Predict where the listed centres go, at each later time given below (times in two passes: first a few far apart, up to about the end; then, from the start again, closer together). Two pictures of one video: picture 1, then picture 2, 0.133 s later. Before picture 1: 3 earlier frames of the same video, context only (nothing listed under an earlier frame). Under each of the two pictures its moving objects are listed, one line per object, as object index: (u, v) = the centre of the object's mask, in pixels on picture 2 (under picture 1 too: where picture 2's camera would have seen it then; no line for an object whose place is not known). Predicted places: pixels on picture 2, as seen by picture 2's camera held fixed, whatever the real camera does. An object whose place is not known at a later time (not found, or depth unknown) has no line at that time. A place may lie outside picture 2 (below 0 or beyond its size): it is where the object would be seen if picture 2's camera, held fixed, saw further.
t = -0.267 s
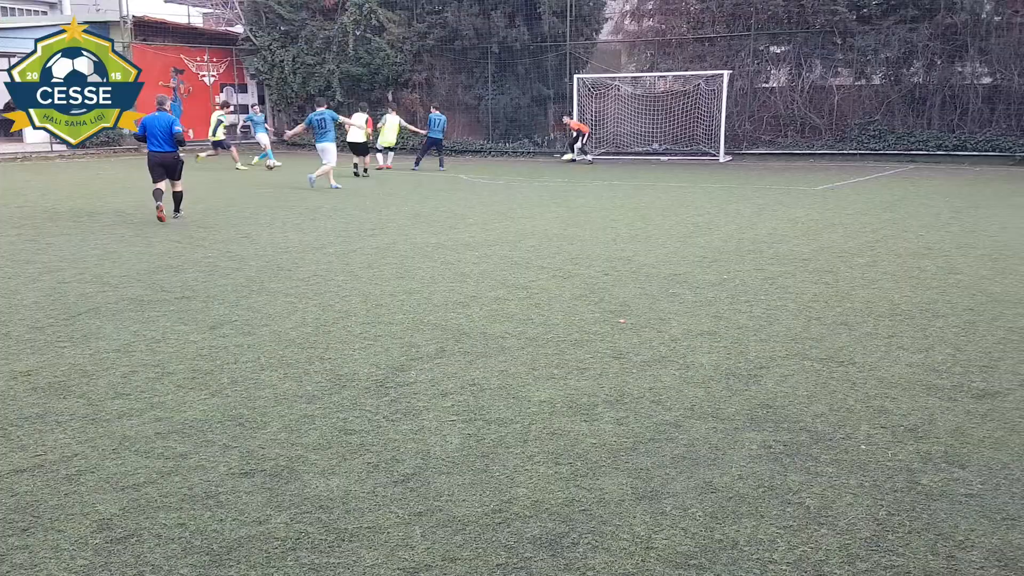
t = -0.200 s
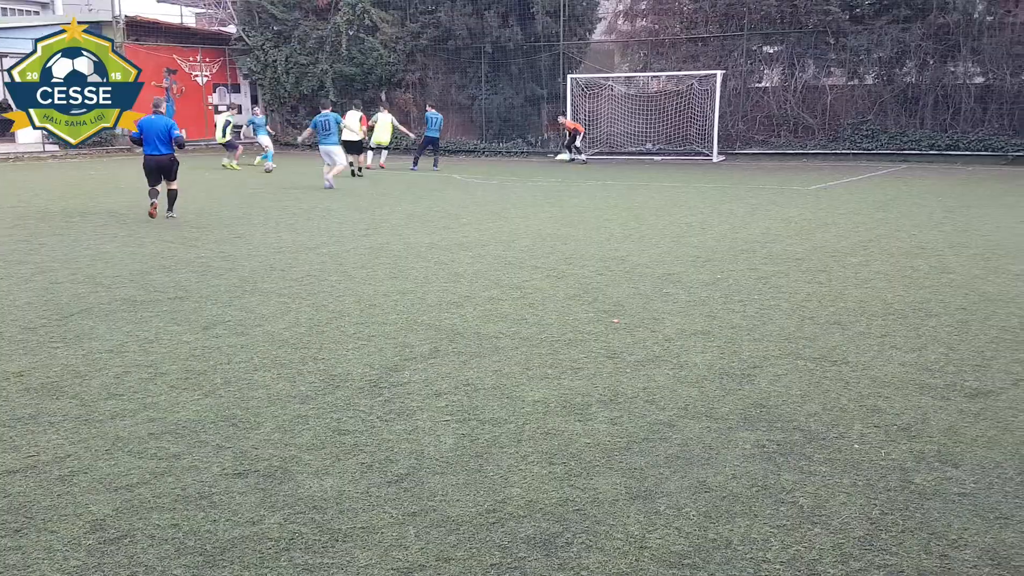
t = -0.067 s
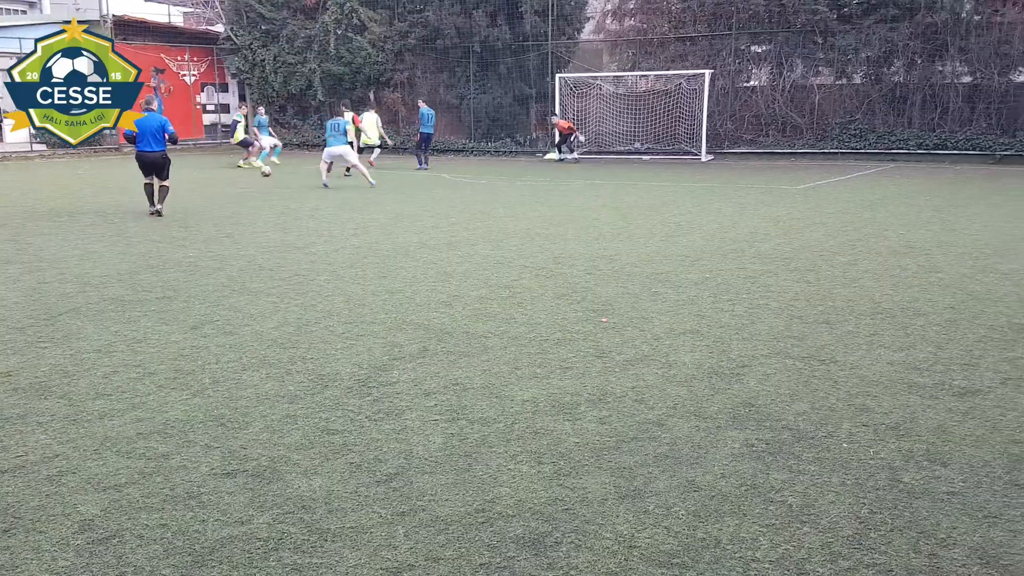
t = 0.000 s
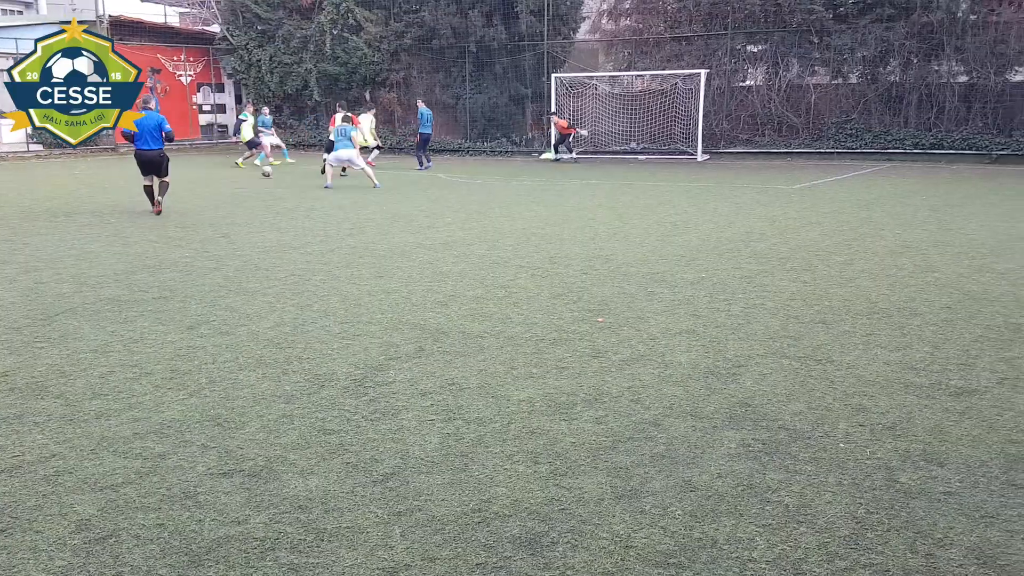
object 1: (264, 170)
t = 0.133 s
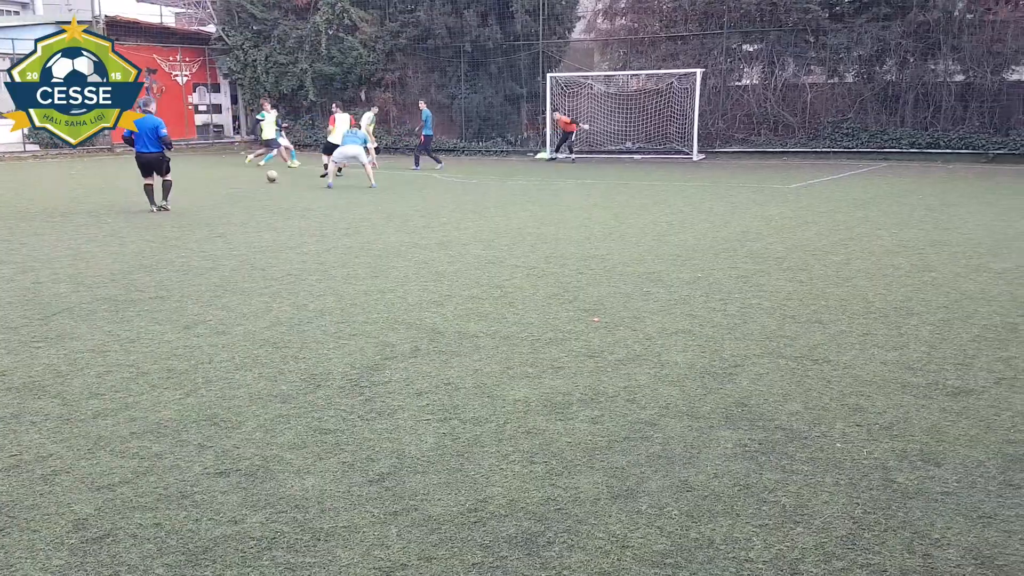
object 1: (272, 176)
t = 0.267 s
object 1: (281, 177)
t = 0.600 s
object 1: (307, 194)
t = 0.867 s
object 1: (332, 202)
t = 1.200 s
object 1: (369, 213)
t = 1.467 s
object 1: (403, 223)
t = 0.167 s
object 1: (274, 175)
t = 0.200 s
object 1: (276, 175)
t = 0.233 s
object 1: (279, 176)
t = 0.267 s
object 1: (281, 177)
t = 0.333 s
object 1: (286, 182)
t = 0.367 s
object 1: (289, 185)
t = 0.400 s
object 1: (292, 185)
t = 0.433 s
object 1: (294, 185)
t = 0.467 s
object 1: (297, 185)
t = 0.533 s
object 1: (302, 188)
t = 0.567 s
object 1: (304, 190)
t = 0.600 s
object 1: (307, 194)
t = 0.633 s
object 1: (310, 193)
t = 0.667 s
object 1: (312, 192)
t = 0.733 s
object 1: (319, 194)
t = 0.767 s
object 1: (322, 195)
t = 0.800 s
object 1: (326, 198)
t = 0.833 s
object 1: (329, 202)
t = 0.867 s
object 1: (332, 202)
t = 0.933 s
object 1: (339, 202)
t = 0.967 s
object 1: (343, 204)
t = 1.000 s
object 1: (346, 206)
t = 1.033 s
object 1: (351, 210)
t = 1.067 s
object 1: (355, 210)
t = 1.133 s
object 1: (362, 209)
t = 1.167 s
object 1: (366, 210)
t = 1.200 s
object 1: (369, 213)
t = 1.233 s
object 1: (372, 216)
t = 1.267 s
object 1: (377, 220)
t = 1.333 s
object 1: (385, 220)
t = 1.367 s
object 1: (390, 219)
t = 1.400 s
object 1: (395, 219)
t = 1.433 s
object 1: (399, 221)
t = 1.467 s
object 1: (403, 223)
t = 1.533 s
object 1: (412, 231)
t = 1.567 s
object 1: (415, 237)
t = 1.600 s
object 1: (419, 240)
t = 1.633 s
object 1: (423, 241)
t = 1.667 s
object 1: (427, 244)
